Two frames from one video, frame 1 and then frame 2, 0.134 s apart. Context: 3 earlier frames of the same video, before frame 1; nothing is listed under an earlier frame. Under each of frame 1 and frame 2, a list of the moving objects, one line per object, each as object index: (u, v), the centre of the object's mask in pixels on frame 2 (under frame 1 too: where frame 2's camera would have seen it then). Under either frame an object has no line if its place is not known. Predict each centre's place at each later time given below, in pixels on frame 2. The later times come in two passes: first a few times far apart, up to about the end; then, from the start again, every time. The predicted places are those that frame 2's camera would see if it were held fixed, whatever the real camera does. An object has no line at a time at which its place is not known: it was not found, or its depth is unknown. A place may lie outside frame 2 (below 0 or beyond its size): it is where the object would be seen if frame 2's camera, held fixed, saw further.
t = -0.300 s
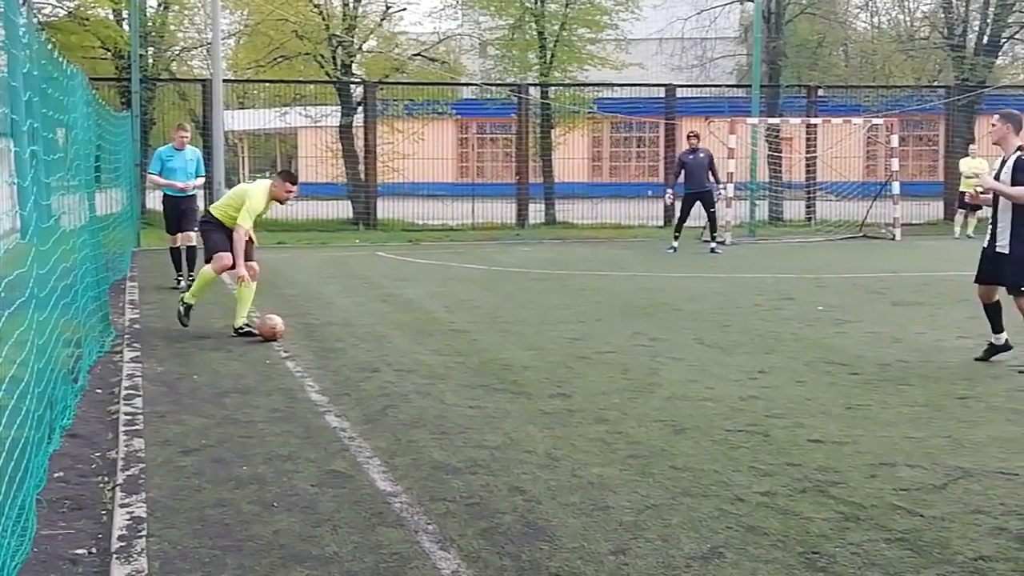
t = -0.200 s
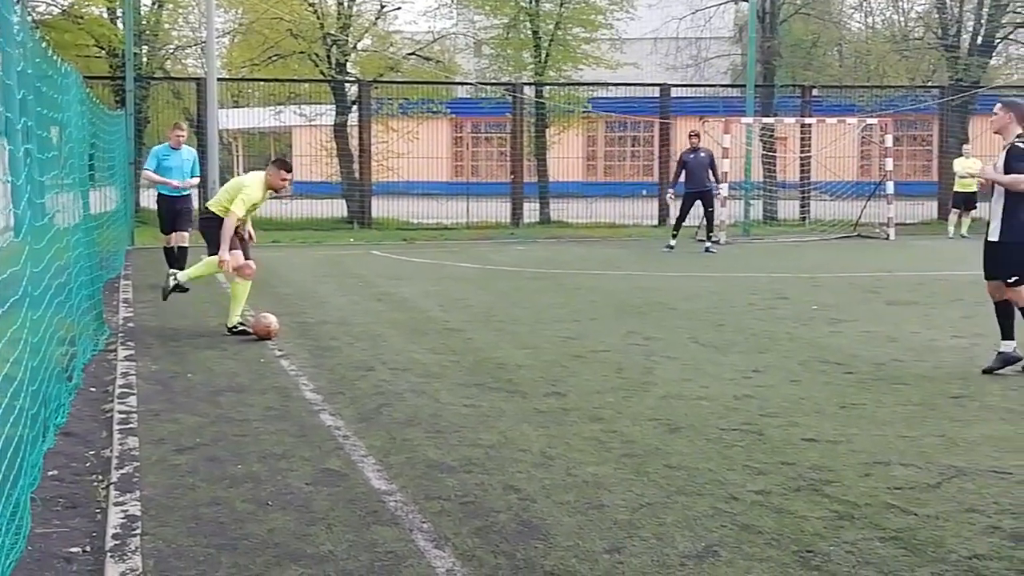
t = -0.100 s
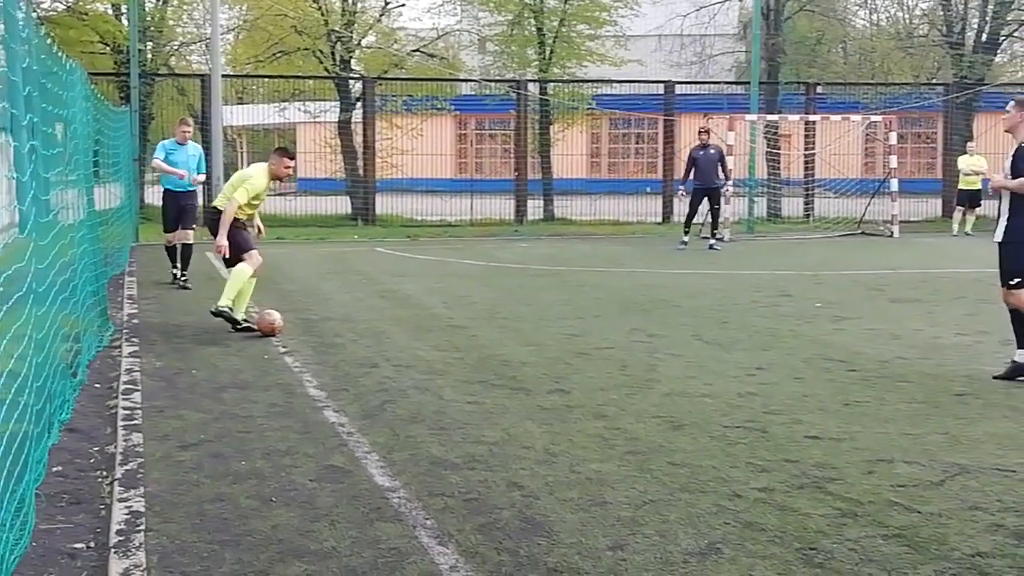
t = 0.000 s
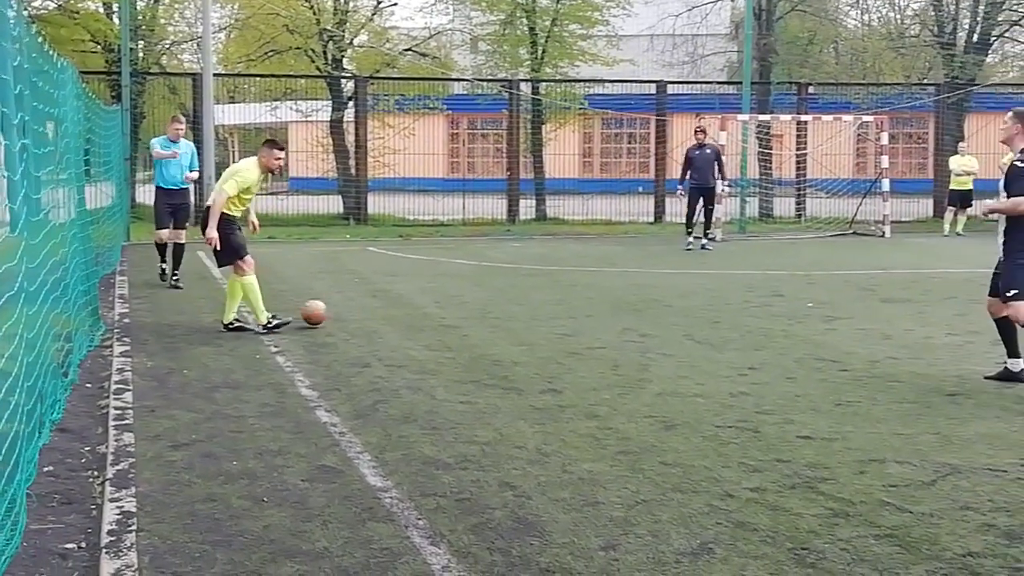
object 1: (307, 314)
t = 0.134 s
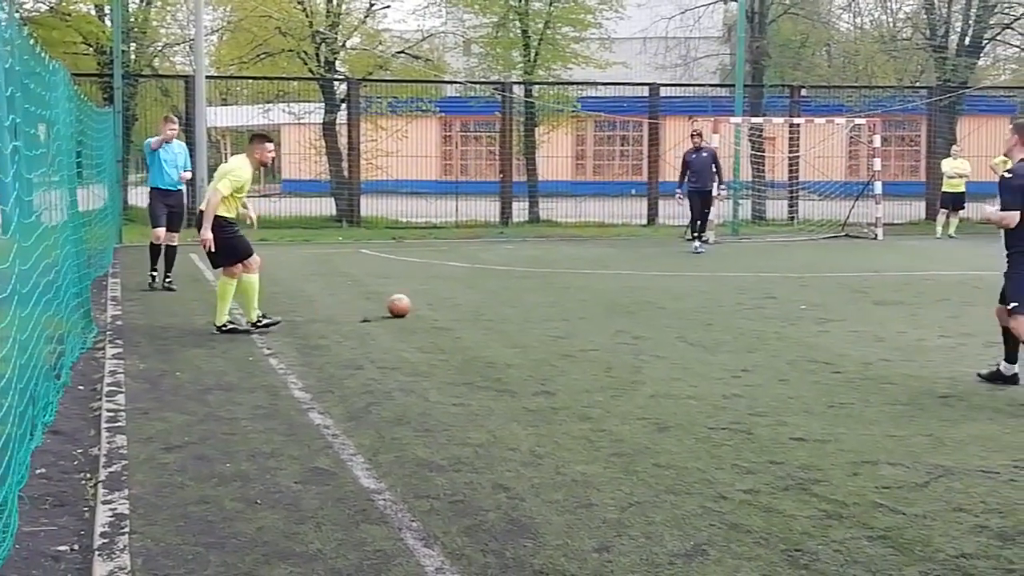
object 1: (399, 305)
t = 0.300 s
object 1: (480, 293)
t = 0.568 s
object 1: (567, 281)
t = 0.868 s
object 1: (629, 272)
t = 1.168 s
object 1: (677, 265)
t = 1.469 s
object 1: (716, 258)
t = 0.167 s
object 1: (417, 302)
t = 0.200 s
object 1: (435, 300)
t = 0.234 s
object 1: (451, 299)
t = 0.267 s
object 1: (466, 296)
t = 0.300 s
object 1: (480, 293)
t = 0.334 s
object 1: (494, 292)
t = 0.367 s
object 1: (506, 291)
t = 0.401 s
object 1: (518, 288)
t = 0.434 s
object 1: (529, 286)
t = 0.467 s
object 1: (540, 285)
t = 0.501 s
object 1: (549, 284)
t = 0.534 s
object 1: (558, 283)
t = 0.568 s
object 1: (567, 281)
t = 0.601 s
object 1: (575, 280)
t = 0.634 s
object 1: (583, 279)
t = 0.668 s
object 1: (590, 277)
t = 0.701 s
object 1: (597, 276)
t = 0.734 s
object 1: (604, 274)
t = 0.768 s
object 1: (610, 275)
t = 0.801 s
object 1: (617, 274)
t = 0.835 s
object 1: (623, 272)
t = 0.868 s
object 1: (629, 272)
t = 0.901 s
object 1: (635, 272)
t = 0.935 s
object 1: (640, 271)
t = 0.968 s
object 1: (646, 270)
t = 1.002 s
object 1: (651, 269)
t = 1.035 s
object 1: (657, 269)
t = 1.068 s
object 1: (662, 268)
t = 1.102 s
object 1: (667, 267)
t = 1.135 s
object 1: (672, 266)
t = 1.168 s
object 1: (677, 265)
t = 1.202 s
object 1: (682, 264)
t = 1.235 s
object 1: (686, 264)
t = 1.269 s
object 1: (690, 263)
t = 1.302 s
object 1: (695, 262)
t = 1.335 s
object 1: (699, 262)
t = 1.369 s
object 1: (703, 261)
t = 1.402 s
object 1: (708, 260)
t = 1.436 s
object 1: (712, 259)
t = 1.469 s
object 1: (716, 258)
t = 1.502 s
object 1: (720, 257)
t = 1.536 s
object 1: (724, 257)
